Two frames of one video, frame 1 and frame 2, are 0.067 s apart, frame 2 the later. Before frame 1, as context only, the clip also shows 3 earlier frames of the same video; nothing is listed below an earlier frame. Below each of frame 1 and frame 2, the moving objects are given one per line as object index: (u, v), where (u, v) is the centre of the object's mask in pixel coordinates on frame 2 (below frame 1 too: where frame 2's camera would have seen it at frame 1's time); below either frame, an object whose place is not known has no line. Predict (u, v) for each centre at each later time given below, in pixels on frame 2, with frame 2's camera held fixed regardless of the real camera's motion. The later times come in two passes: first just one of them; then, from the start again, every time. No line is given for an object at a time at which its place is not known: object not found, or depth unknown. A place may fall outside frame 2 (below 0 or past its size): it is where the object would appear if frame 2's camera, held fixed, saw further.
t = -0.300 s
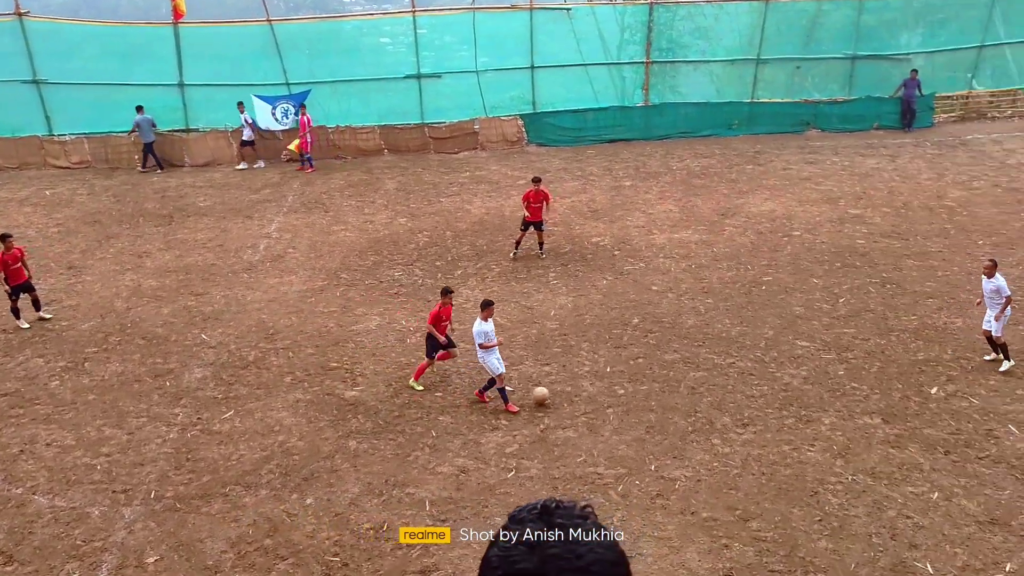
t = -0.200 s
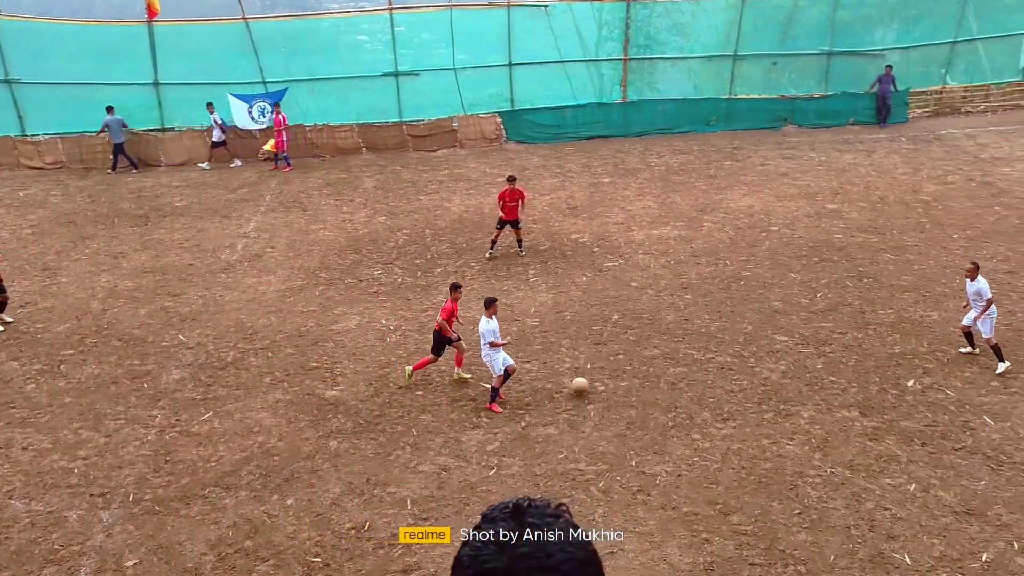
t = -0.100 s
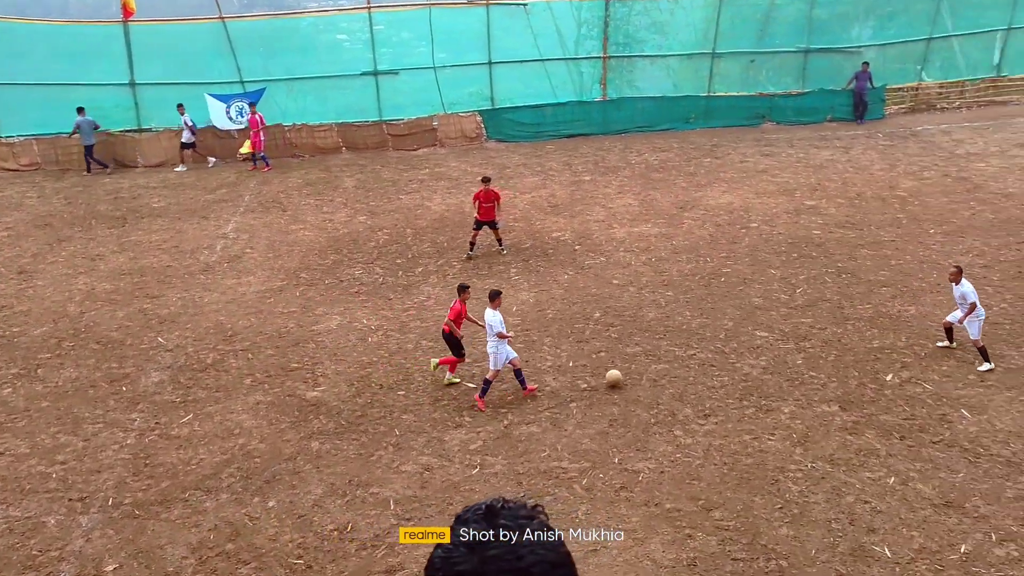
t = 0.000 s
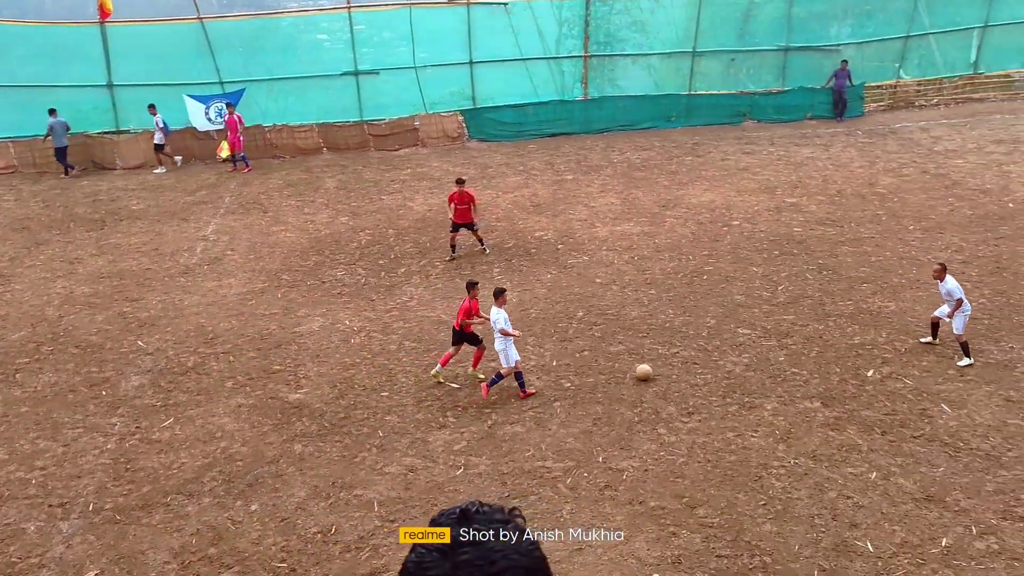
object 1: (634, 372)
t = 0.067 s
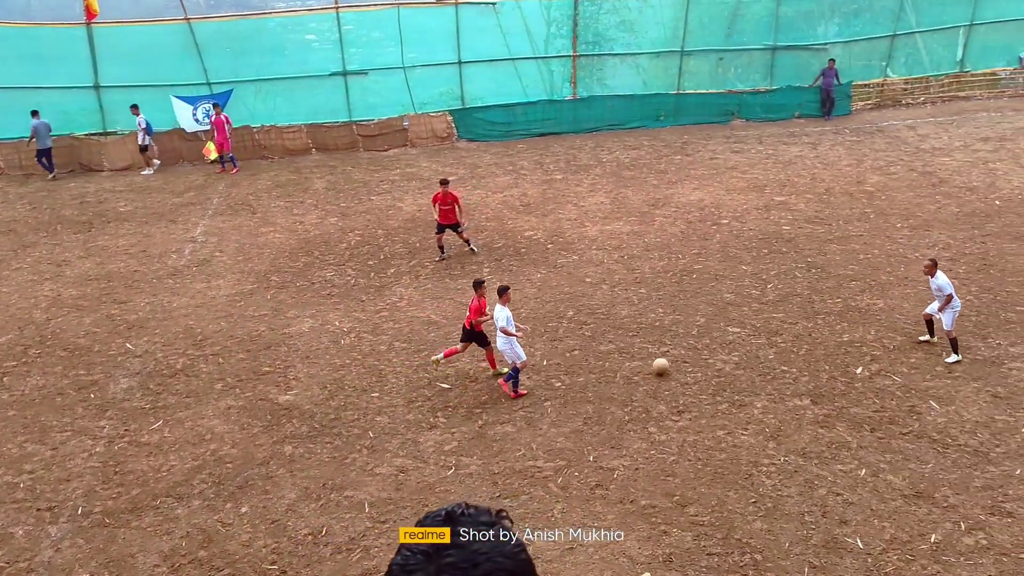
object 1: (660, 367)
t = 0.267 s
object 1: (736, 352)
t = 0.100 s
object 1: (673, 365)
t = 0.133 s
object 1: (686, 364)
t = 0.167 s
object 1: (699, 362)
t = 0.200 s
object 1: (711, 360)
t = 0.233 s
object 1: (723, 356)
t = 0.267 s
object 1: (736, 352)
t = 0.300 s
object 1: (747, 349)
